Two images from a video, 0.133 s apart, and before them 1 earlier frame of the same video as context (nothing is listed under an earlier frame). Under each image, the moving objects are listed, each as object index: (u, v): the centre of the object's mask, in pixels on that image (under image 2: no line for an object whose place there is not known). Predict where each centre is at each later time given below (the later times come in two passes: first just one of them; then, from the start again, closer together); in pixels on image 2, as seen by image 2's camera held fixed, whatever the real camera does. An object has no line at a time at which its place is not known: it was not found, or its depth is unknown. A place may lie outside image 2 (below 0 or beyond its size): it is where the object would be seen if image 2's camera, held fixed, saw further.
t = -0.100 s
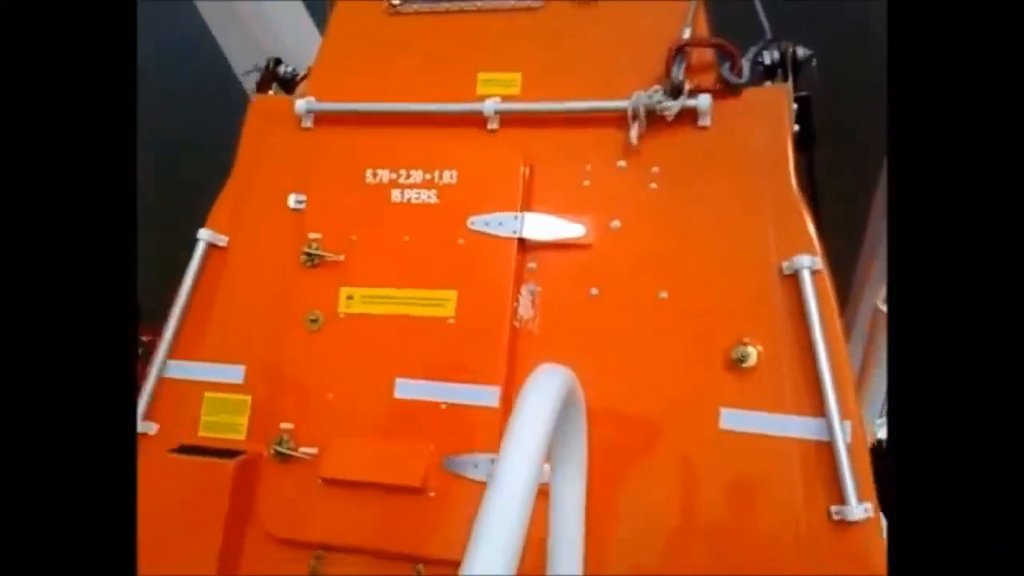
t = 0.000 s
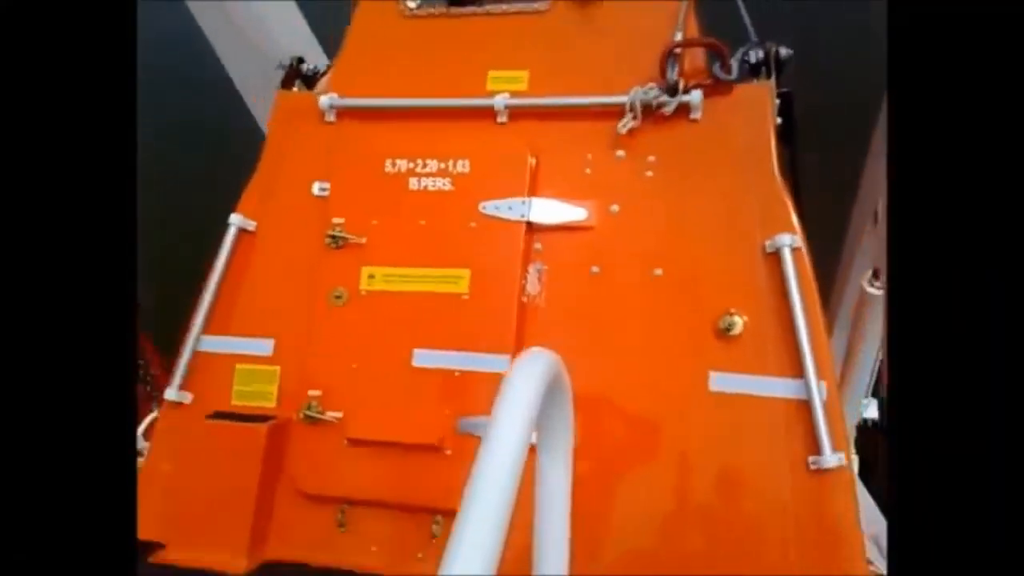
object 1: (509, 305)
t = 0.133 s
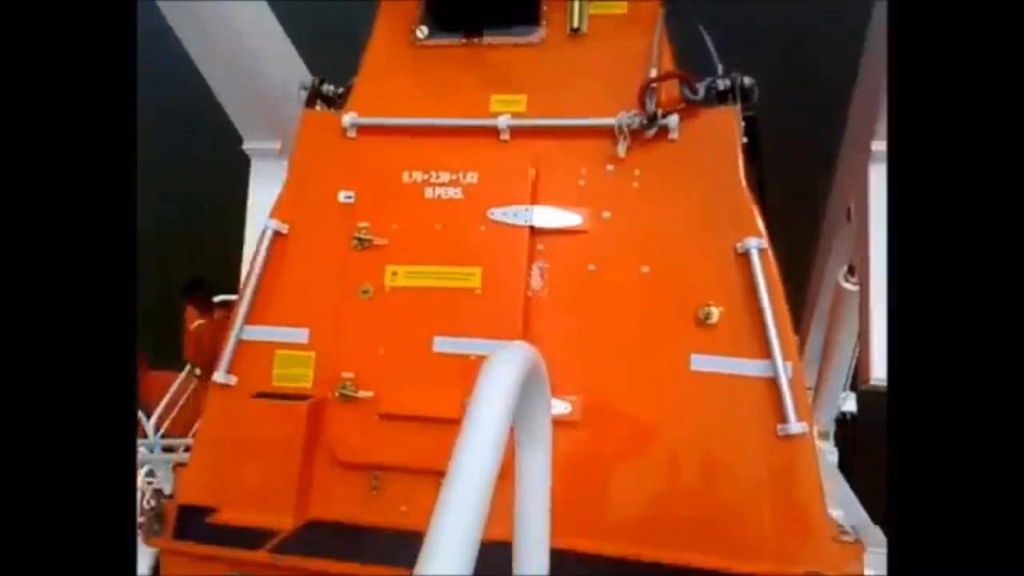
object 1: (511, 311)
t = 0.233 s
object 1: (510, 323)
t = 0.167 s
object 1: (511, 314)
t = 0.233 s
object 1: (510, 323)
